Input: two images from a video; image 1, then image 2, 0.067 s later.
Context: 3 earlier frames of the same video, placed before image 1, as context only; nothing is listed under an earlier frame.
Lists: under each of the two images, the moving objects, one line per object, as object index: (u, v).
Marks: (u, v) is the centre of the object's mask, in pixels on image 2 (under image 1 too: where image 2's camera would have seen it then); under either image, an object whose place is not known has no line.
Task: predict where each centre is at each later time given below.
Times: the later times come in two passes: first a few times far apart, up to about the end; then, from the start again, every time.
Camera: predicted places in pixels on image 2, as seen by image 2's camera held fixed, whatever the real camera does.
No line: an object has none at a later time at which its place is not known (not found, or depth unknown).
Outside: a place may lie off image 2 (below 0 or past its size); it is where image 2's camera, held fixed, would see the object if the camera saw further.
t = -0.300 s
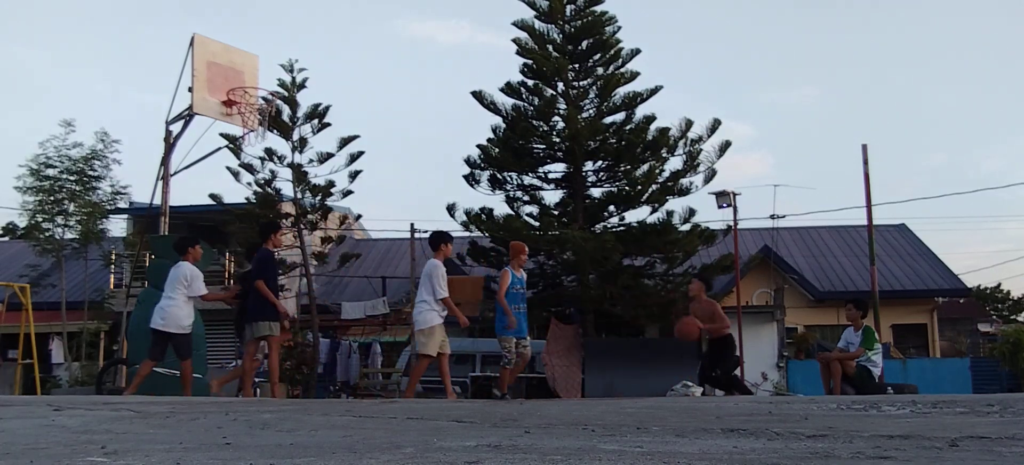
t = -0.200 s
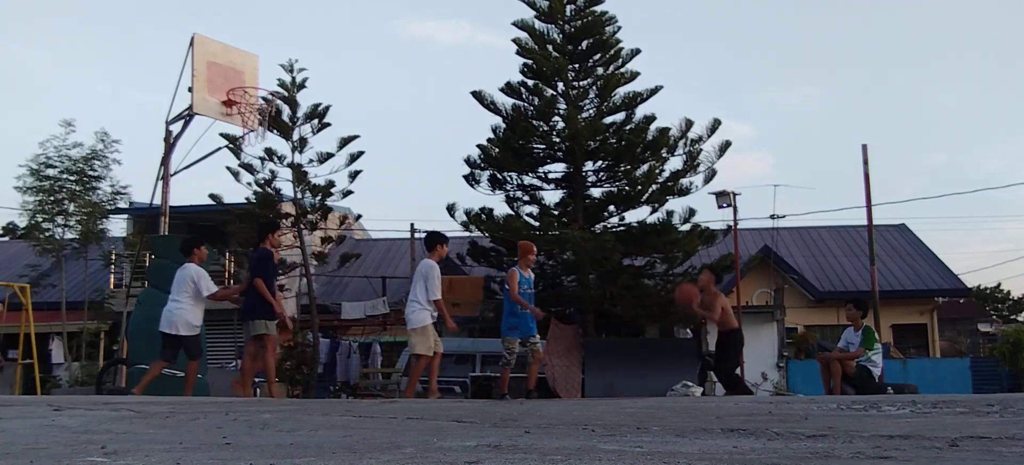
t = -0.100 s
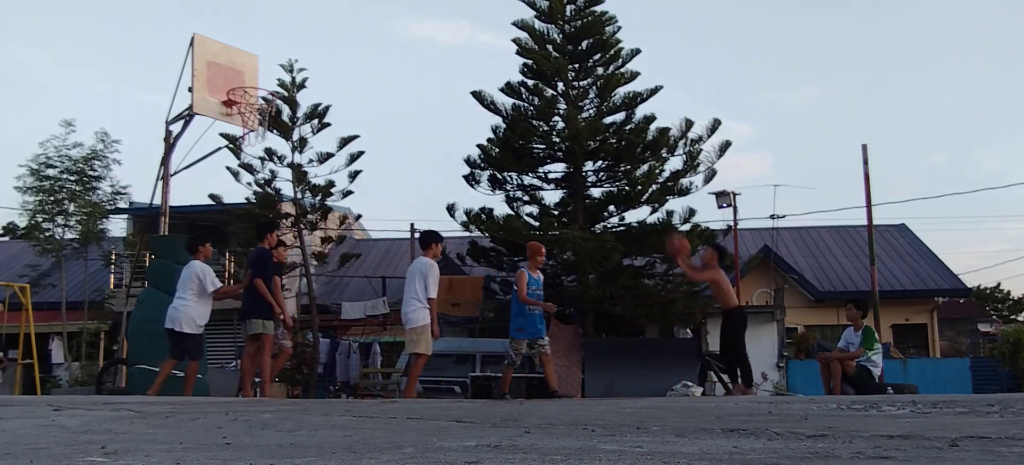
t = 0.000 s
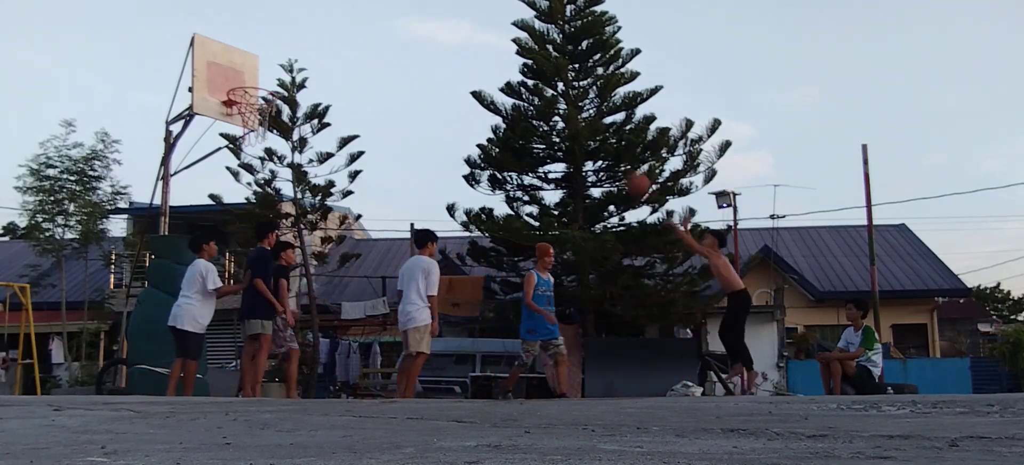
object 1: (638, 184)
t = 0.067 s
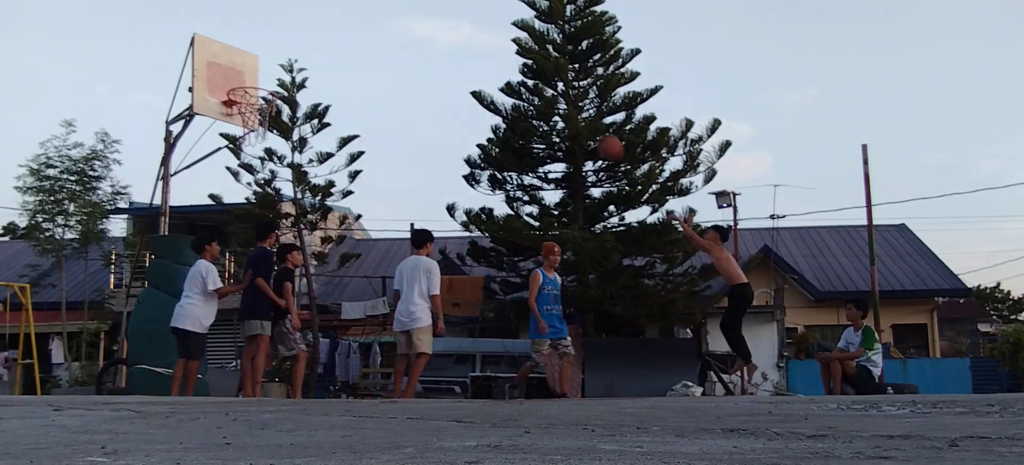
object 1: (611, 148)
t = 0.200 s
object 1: (555, 85)
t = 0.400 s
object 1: (474, 27)
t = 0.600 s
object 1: (394, 8)
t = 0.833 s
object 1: (299, 27)
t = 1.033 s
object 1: (218, 77)
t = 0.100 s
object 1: (595, 131)
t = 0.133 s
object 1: (581, 115)
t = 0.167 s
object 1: (569, 100)
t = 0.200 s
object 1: (555, 85)
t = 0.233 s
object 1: (542, 73)
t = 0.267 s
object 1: (529, 63)
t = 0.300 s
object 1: (516, 52)
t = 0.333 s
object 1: (501, 43)
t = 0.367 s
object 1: (487, 34)
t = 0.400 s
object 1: (474, 27)
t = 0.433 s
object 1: (461, 21)
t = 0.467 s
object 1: (447, 16)
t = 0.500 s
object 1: (434, 12)
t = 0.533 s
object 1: (421, 9)
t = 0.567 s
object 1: (407, 8)
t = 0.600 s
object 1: (394, 8)
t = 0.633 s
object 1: (381, 8)
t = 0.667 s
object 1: (367, 8)
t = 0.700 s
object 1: (353, 9)
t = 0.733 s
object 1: (340, 12)
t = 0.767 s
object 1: (326, 16)
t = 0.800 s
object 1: (313, 21)
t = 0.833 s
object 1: (299, 27)
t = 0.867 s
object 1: (285, 35)
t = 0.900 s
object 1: (271, 44)
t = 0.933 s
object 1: (257, 53)
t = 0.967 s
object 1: (243, 64)
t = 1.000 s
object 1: (229, 76)
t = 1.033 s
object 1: (218, 77)
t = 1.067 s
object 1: (207, 75)
